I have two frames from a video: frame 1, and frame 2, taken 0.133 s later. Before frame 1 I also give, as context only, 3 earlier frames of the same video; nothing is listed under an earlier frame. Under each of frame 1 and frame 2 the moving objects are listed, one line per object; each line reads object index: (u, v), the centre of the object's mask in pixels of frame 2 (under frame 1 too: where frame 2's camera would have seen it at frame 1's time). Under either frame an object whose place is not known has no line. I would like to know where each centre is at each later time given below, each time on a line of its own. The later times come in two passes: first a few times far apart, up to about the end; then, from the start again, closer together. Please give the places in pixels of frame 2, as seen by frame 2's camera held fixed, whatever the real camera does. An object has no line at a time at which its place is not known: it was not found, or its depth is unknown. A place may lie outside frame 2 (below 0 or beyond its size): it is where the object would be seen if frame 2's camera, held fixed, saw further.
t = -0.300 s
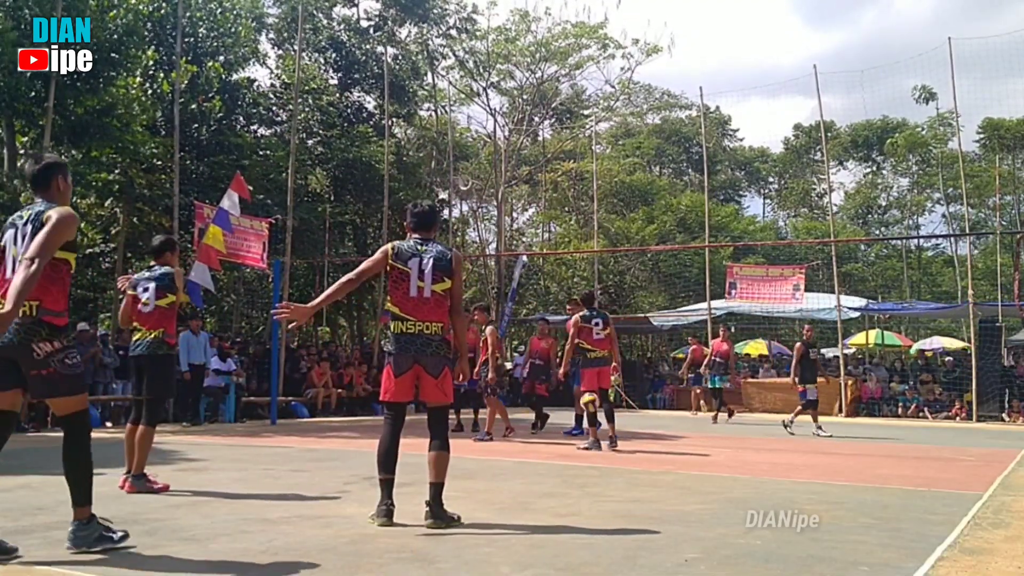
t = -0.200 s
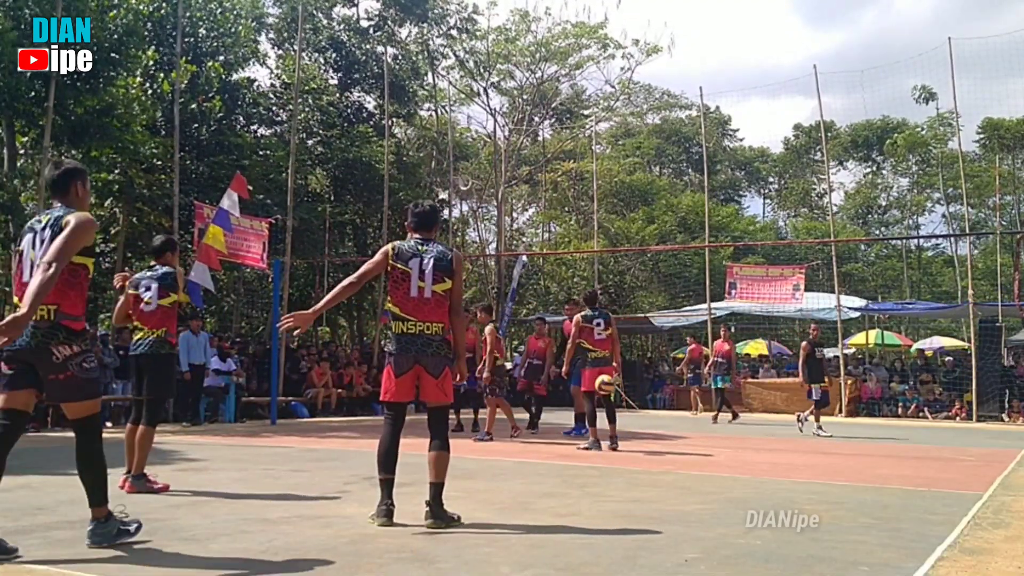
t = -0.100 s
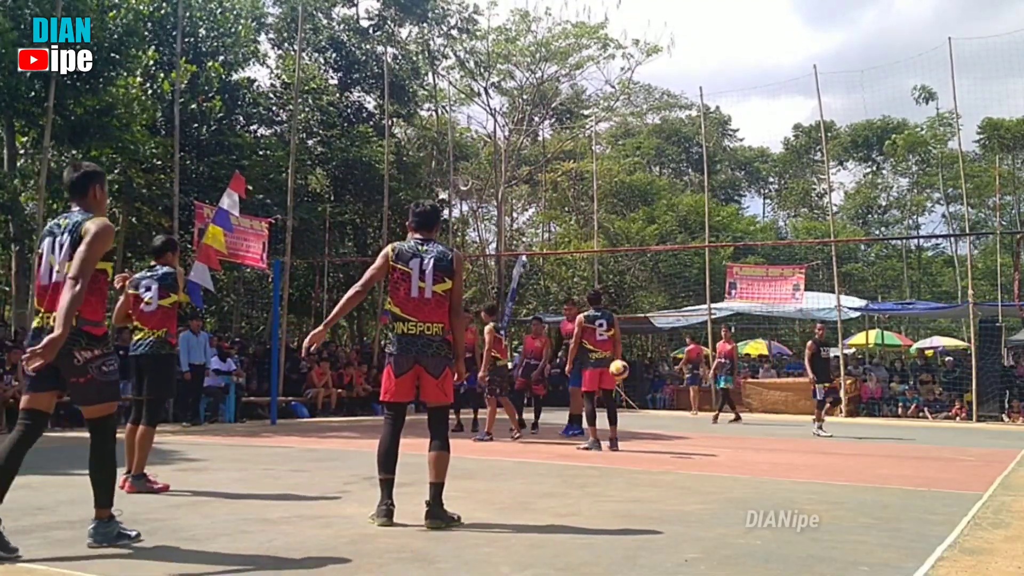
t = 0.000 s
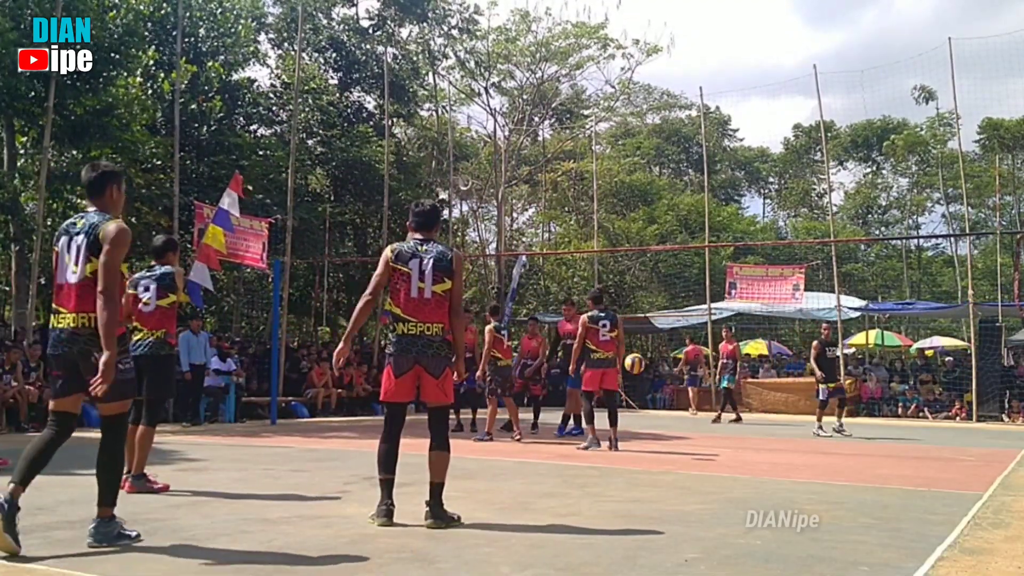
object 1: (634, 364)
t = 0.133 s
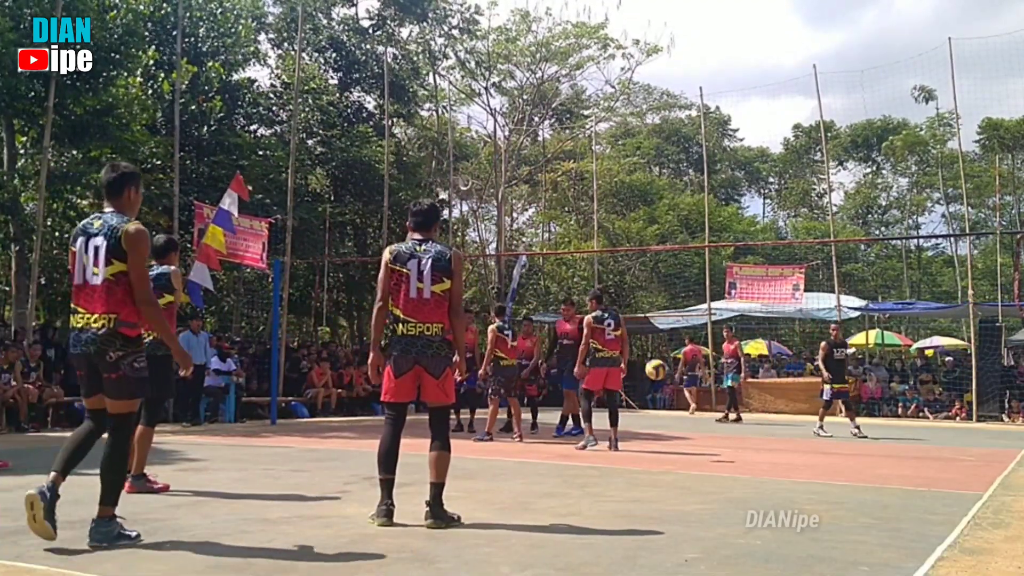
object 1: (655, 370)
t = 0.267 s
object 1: (677, 393)
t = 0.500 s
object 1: (720, 441)
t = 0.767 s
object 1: (769, 396)
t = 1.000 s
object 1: (818, 416)
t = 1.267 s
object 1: (874, 439)
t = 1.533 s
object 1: (933, 426)
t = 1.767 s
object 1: (987, 468)
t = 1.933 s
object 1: (1017, 440)
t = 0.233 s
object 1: (672, 385)
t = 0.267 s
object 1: (677, 393)
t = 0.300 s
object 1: (682, 400)
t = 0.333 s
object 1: (689, 410)
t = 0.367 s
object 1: (696, 421)
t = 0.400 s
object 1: (702, 434)
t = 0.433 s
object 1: (707, 447)
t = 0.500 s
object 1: (720, 441)
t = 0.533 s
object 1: (726, 432)
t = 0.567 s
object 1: (732, 424)
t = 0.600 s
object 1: (738, 416)
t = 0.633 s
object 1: (744, 410)
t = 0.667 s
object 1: (751, 406)
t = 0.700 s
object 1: (757, 401)
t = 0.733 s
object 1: (763, 399)
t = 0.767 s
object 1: (769, 396)
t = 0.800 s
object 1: (776, 396)
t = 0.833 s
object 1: (783, 396)
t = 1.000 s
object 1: (818, 416)
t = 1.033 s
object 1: (825, 424)
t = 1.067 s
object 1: (831, 433)
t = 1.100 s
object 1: (838, 443)
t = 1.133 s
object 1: (845, 453)
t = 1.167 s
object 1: (852, 463)
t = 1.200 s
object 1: (859, 454)
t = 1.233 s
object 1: (867, 446)
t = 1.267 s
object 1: (874, 439)
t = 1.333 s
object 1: (889, 429)
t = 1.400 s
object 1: (903, 424)
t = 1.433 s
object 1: (910, 422)
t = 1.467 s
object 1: (918, 422)
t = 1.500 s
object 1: (925, 424)
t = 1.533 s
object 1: (933, 426)
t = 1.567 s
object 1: (940, 429)
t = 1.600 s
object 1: (949, 435)
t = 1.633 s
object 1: (956, 441)
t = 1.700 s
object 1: (972, 458)
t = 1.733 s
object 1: (980, 469)
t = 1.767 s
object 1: (987, 468)
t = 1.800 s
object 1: (995, 460)
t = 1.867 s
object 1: (1008, 448)
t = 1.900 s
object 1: (1014, 444)
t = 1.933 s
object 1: (1017, 440)
